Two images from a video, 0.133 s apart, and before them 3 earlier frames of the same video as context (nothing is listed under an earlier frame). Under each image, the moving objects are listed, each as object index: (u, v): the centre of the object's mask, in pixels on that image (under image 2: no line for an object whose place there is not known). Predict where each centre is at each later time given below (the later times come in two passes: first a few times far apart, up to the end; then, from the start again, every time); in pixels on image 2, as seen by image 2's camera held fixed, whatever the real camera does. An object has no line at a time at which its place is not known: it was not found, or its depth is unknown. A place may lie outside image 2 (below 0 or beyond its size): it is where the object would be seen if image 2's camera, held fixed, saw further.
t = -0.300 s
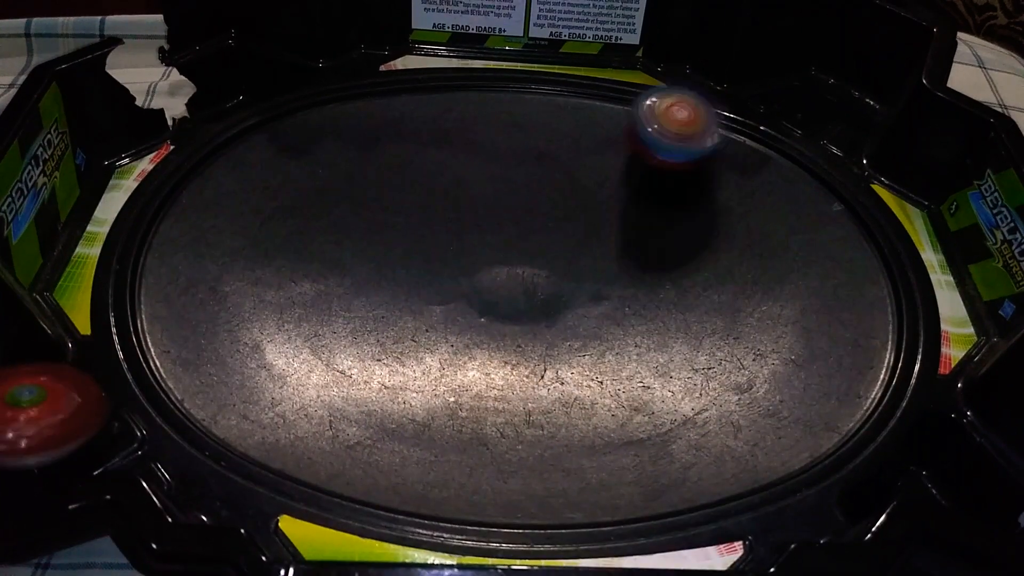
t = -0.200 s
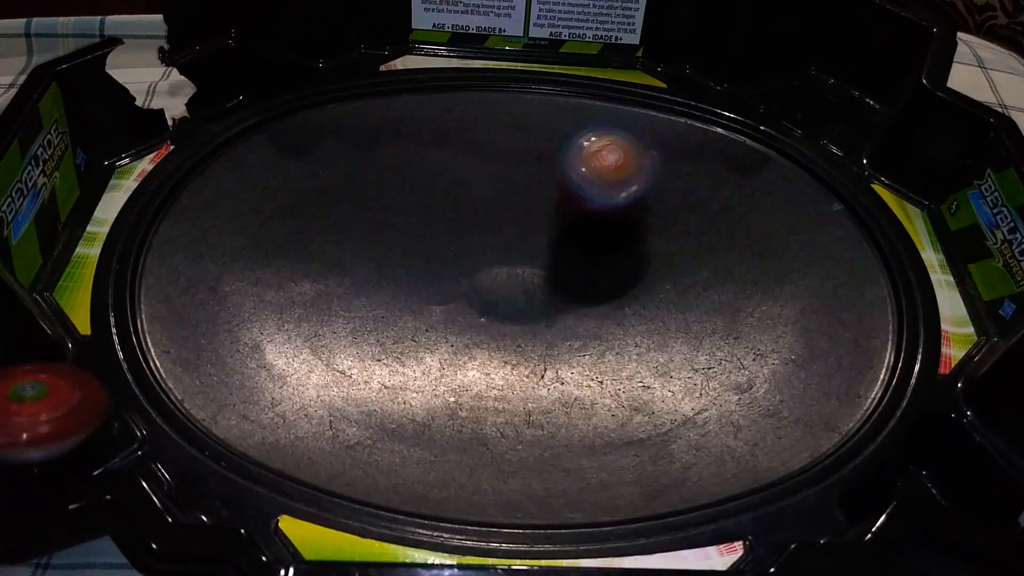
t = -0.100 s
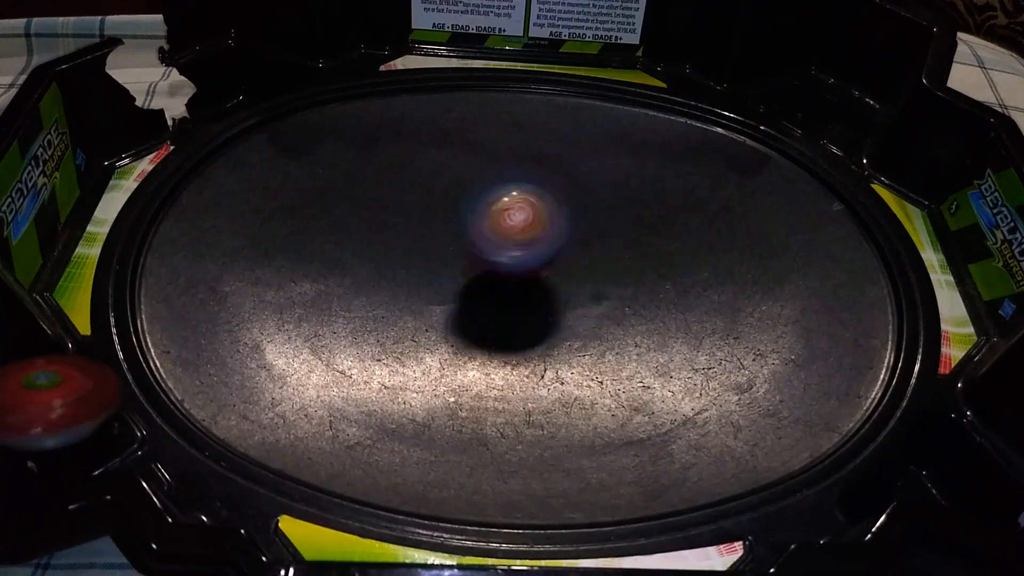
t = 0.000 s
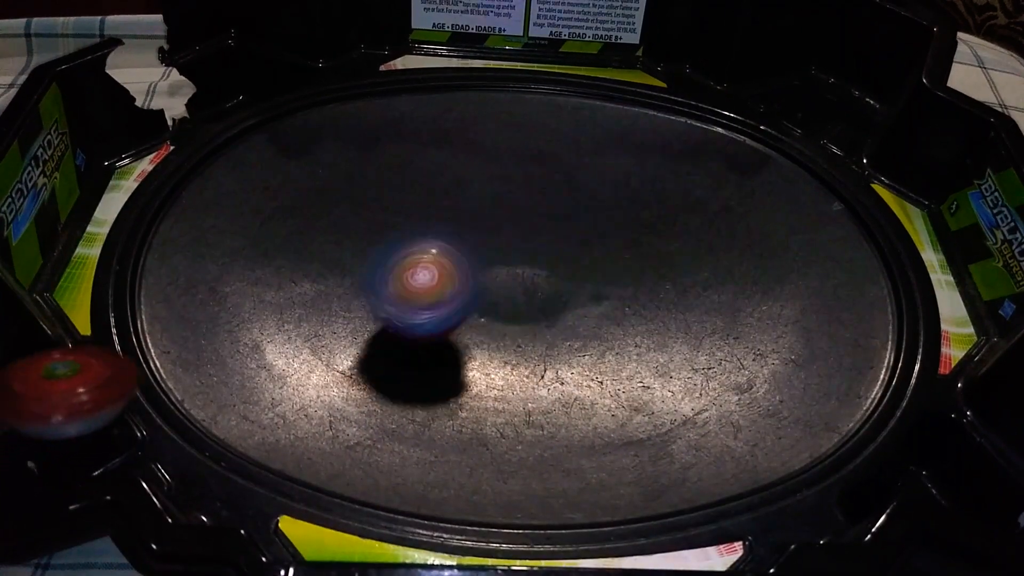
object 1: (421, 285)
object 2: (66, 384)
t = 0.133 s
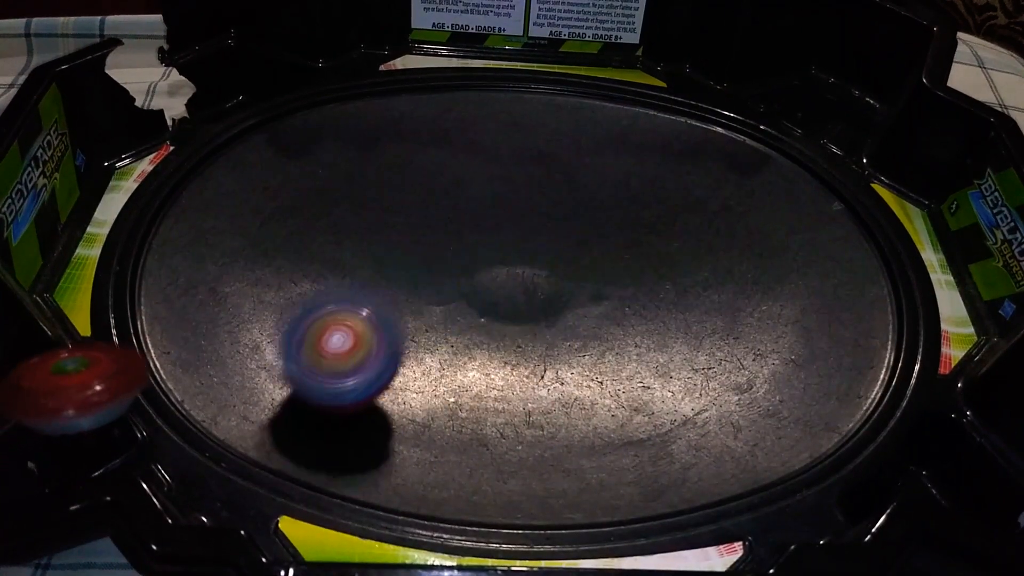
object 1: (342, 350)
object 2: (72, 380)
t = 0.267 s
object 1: (354, 387)
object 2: (71, 376)
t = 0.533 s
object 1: (566, 335)
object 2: (58, 380)
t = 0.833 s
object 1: (667, 226)
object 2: (83, 365)
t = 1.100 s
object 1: (529, 259)
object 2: (298, 250)
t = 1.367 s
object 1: (476, 358)
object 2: (540, 92)
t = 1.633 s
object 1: (569, 344)
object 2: (727, 159)
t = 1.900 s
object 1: (539, 288)
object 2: (674, 319)
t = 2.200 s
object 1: (295, 238)
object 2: (379, 336)
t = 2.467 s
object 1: (205, 200)
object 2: (279, 282)
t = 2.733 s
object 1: (239, 218)
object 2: (408, 270)
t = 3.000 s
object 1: (440, 296)
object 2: (551, 351)
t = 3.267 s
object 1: (493, 204)
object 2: (604, 459)
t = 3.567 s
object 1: (514, 211)
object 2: (484, 314)
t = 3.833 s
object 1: (657, 101)
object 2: (486, 322)
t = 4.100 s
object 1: (639, 164)
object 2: (635, 333)
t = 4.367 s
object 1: (623, 280)
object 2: (548, 411)
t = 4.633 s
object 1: (717, 299)
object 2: (320, 295)
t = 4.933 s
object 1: (834, 288)
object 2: (539, 161)
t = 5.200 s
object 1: (741, 344)
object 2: (733, 180)
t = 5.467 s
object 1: (714, 440)
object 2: (679, 300)
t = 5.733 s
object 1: (640, 377)
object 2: (384, 267)
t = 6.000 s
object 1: (380, 305)
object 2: (352, 125)
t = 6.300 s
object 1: (219, 388)
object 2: (574, 229)
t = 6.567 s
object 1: (447, 297)
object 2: (489, 429)
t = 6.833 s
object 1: (437, 157)
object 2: (251, 371)
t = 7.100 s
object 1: (291, 182)
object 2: (379, 253)
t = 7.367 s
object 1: (449, 300)
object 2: (658, 326)
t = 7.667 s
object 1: (683, 204)
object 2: (674, 458)
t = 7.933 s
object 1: (568, 163)
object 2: (475, 306)
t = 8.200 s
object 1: (541, 193)
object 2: (428, 255)
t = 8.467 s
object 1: (620, 222)
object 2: (454, 201)
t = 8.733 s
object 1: (689, 241)
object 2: (565, 216)
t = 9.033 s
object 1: (708, 284)
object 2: (444, 328)
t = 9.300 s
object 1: (629, 337)
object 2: (287, 254)
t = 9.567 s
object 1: (535, 363)
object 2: (468, 221)
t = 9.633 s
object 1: (515, 360)
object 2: (520, 243)
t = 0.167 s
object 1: (333, 365)
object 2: (70, 378)
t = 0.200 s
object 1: (334, 375)
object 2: (68, 376)
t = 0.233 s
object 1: (340, 383)
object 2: (68, 376)
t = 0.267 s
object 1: (354, 387)
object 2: (71, 376)
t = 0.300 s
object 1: (373, 389)
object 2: (74, 380)
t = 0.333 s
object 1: (396, 387)
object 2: (73, 380)
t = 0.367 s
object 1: (423, 384)
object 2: (68, 384)
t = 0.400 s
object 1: (451, 375)
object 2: (64, 383)
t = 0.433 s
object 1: (480, 368)
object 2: (60, 382)
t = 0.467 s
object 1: (508, 357)
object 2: (59, 383)
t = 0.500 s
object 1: (538, 348)
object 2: (58, 382)
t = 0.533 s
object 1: (566, 335)
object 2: (58, 380)
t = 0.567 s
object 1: (593, 323)
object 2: (61, 381)
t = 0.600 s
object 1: (617, 310)
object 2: (64, 382)
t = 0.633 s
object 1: (640, 296)
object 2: (64, 381)
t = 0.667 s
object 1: (659, 282)
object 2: (60, 379)
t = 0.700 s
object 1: (671, 268)
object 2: (58, 376)
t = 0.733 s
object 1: (678, 254)
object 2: (60, 375)
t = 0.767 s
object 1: (679, 243)
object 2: (65, 374)
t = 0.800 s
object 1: (675, 233)
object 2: (73, 370)
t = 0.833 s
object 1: (667, 226)
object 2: (83, 365)
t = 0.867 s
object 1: (656, 222)
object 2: (100, 360)
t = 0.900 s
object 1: (639, 221)
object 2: (118, 344)
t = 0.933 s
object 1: (623, 223)
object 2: (137, 337)
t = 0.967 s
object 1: (603, 227)
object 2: (166, 327)
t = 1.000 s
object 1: (583, 232)
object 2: (196, 307)
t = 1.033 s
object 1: (564, 240)
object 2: (229, 289)
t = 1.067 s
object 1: (546, 248)
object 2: (264, 271)
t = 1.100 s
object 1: (529, 259)
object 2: (298, 250)
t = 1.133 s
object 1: (514, 270)
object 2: (331, 228)
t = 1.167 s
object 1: (501, 285)
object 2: (364, 207)
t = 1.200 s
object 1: (489, 300)
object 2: (396, 185)
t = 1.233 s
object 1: (482, 313)
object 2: (426, 165)
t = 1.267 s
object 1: (473, 328)
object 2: (456, 144)
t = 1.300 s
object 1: (471, 338)
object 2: (485, 125)
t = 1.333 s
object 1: (473, 351)
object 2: (513, 108)
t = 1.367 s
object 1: (476, 358)
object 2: (540, 92)
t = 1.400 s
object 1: (483, 363)
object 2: (569, 80)
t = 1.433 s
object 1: (492, 367)
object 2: (596, 69)
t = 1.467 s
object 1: (503, 367)
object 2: (623, 70)
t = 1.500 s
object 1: (514, 366)
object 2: (648, 84)
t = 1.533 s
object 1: (529, 361)
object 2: (671, 99)
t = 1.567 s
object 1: (541, 357)
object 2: (692, 116)
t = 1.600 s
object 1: (554, 351)
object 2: (711, 136)
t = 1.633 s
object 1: (569, 344)
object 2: (727, 159)
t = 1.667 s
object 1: (579, 338)
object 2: (738, 180)
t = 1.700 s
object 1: (590, 328)
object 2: (745, 203)
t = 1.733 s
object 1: (597, 320)
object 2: (745, 228)
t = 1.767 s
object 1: (603, 309)
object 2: (736, 252)
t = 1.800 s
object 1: (604, 299)
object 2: (719, 275)
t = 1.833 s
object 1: (585, 295)
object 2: (711, 293)
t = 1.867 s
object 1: (562, 291)
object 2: (696, 308)
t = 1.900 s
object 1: (539, 288)
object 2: (674, 319)
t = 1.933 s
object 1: (515, 287)
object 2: (642, 329)
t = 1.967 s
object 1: (490, 287)
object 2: (604, 333)
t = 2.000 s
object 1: (464, 288)
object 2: (564, 335)
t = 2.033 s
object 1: (432, 281)
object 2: (533, 341)
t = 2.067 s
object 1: (402, 272)
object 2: (500, 344)
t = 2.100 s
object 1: (373, 266)
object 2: (465, 341)
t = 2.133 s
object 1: (348, 263)
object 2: (427, 335)
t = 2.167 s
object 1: (322, 255)
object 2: (398, 332)
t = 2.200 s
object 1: (295, 238)
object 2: (379, 336)
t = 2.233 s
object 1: (270, 223)
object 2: (361, 337)
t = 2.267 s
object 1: (250, 210)
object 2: (342, 335)
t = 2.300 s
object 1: (238, 203)
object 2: (326, 330)
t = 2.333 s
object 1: (227, 198)
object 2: (310, 321)
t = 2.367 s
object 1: (219, 197)
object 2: (296, 311)
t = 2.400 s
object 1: (214, 198)
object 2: (284, 298)
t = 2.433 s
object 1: (214, 205)
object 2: (273, 284)
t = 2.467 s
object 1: (205, 200)
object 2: (279, 282)
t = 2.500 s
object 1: (198, 193)
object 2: (291, 282)
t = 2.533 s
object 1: (195, 189)
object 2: (305, 282)
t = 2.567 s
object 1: (193, 188)
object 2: (320, 279)
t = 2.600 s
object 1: (196, 191)
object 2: (335, 276)
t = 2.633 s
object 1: (201, 196)
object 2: (351, 273)
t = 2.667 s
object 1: (209, 201)
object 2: (368, 270)
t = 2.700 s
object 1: (222, 209)
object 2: (386, 269)
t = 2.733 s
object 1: (239, 218)
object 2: (408, 270)
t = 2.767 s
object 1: (259, 230)
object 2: (431, 274)
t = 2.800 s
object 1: (282, 242)
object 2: (453, 280)
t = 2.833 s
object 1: (304, 255)
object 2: (474, 288)
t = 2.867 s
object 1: (326, 266)
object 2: (494, 298)
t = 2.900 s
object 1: (357, 275)
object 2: (513, 309)
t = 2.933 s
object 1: (383, 285)
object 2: (529, 323)
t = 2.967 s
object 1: (412, 291)
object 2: (541, 337)
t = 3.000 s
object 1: (440, 296)
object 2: (551, 351)
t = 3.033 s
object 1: (452, 286)
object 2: (577, 379)
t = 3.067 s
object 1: (461, 271)
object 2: (605, 408)
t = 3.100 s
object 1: (466, 257)
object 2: (626, 434)
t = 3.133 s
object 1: (473, 242)
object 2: (639, 457)
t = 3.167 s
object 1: (480, 230)
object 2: (644, 474)
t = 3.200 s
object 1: (485, 221)
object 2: (637, 472)
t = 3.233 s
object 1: (489, 211)
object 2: (621, 470)
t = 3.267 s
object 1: (493, 204)
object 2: (604, 459)
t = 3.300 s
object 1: (496, 200)
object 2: (585, 446)
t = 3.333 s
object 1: (500, 195)
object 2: (567, 431)
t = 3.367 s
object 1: (501, 194)
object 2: (547, 417)
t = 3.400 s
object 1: (502, 194)
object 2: (529, 401)
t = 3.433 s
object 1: (503, 195)
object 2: (513, 383)
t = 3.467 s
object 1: (505, 198)
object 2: (500, 366)
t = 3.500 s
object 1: (507, 202)
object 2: (491, 347)
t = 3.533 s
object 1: (510, 206)
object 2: (485, 332)
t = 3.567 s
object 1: (514, 211)
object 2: (484, 314)
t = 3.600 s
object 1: (520, 217)
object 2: (486, 299)
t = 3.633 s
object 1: (538, 214)
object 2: (483, 296)
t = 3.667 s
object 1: (562, 193)
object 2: (473, 307)
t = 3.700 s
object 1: (588, 174)
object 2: (467, 316)
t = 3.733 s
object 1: (612, 155)
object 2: (465, 321)
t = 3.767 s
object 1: (631, 134)
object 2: (468, 324)
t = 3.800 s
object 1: (645, 116)
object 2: (475, 324)
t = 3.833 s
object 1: (657, 101)
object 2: (486, 322)
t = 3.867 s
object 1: (666, 87)
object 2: (501, 319)
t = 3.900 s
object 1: (671, 80)
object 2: (519, 316)
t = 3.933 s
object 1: (670, 84)
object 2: (540, 315)
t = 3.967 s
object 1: (666, 97)
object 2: (562, 317)
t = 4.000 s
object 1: (661, 111)
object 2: (584, 319)
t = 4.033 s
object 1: (654, 127)
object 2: (604, 322)
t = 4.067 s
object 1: (647, 143)
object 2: (621, 327)
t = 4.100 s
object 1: (639, 164)
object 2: (635, 333)
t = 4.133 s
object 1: (632, 182)
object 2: (643, 340)
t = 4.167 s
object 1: (625, 202)
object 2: (647, 348)
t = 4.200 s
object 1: (621, 223)
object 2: (646, 355)
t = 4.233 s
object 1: (617, 244)
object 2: (639, 361)
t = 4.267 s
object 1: (614, 259)
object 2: (625, 365)
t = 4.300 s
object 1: (615, 277)
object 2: (607, 371)
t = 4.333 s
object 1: (617, 278)
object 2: (581, 394)
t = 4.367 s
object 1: (623, 280)
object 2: (548, 411)
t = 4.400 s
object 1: (630, 277)
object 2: (511, 420)
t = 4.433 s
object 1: (638, 279)
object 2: (472, 421)
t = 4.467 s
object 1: (646, 281)
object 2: (432, 413)
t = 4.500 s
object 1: (659, 285)
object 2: (395, 393)
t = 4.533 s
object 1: (672, 289)
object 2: (363, 375)
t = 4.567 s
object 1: (686, 293)
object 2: (338, 351)
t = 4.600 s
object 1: (700, 297)
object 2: (324, 324)
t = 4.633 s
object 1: (717, 299)
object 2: (320, 295)
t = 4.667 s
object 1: (735, 304)
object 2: (323, 268)
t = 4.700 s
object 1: (753, 306)
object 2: (333, 243)
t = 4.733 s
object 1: (773, 307)
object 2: (353, 221)
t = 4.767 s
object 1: (790, 309)
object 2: (376, 204)
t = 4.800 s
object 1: (806, 307)
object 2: (403, 189)
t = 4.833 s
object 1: (819, 302)
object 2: (433, 178)
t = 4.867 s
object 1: (829, 299)
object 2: (468, 169)
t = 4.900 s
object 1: (835, 294)
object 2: (502, 163)
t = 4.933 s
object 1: (834, 288)
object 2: (539, 161)
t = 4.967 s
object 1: (828, 283)
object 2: (576, 162)
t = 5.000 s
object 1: (817, 276)
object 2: (614, 167)
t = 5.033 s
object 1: (799, 271)
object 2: (650, 173)
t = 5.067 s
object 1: (774, 267)
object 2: (686, 183)
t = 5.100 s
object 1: (761, 278)
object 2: (710, 187)
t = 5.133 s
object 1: (753, 301)
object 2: (719, 180)
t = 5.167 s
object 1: (748, 322)
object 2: (727, 178)
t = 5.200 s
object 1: (741, 344)
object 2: (733, 180)
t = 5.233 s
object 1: (734, 364)
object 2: (740, 185)
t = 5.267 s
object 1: (727, 379)
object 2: (746, 193)
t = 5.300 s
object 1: (722, 394)
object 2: (752, 206)
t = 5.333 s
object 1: (717, 409)
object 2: (754, 222)
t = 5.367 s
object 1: (715, 420)
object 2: (749, 243)
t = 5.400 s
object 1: (715, 424)
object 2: (734, 264)
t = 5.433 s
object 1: (713, 436)
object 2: (710, 285)
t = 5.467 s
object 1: (714, 440)
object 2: (679, 300)
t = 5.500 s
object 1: (715, 440)
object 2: (642, 312)
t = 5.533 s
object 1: (716, 440)
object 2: (600, 320)
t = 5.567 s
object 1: (713, 434)
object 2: (558, 322)
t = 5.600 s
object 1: (707, 426)
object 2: (518, 316)
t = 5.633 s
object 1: (696, 415)
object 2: (480, 309)
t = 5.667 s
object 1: (683, 404)
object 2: (444, 299)
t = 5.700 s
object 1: (664, 390)
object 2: (412, 284)
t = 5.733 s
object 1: (640, 377)
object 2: (384, 267)
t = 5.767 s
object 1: (612, 362)
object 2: (361, 249)
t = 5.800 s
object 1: (582, 350)
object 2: (344, 228)
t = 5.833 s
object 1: (551, 337)
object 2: (332, 208)
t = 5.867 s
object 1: (517, 327)
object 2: (325, 188)
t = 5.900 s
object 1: (482, 318)
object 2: (323, 169)
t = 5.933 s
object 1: (449, 312)
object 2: (327, 152)
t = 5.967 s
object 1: (414, 309)
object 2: (336, 137)
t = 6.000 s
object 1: (380, 305)
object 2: (352, 125)
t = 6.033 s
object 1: (348, 308)
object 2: (372, 116)
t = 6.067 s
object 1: (316, 310)
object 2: (395, 112)
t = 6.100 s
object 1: (287, 316)
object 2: (423, 113)
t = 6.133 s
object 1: (260, 327)
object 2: (453, 120)
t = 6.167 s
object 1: (235, 339)
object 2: (483, 132)
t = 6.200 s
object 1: (215, 351)
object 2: (511, 151)
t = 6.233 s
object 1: (200, 370)
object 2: (537, 175)
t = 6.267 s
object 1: (203, 379)
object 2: (558, 202)
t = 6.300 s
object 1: (219, 388)
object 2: (574, 229)
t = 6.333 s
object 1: (246, 392)
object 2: (584, 259)
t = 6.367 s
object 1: (277, 390)
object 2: (591, 289)
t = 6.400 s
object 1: (310, 382)
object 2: (591, 319)
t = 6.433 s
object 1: (344, 370)
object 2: (584, 346)
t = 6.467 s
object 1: (376, 358)
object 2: (570, 371)
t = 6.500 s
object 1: (404, 338)
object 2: (549, 393)
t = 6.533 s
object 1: (426, 319)
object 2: (522, 413)
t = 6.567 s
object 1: (447, 297)
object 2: (489, 429)
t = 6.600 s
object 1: (459, 276)
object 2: (455, 442)
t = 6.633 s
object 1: (468, 253)
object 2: (418, 453)
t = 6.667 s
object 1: (472, 235)
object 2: (377, 459)
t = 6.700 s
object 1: (473, 214)
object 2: (339, 452)
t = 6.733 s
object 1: (469, 197)
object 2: (311, 436)
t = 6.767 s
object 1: (463, 181)
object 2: (287, 414)
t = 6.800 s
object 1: (452, 168)
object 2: (267, 391)
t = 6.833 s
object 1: (437, 157)
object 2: (251, 371)
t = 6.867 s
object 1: (423, 150)
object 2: (241, 350)
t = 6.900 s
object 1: (405, 144)
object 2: (237, 331)
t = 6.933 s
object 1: (384, 138)
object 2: (243, 311)
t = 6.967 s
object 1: (363, 140)
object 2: (257, 292)
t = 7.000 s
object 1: (340, 143)
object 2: (280, 275)
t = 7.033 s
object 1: (319, 152)
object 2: (308, 262)
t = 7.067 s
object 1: (304, 167)
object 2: (337, 253)
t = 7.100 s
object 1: (291, 182)
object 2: (379, 253)
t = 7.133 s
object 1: (285, 194)
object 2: (420, 257)
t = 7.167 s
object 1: (286, 213)
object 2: (459, 262)
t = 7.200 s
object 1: (296, 232)
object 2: (498, 269)
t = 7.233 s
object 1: (313, 252)
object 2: (532, 279)
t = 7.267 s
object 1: (341, 269)
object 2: (567, 289)
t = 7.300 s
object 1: (373, 286)
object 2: (600, 300)
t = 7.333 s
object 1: (409, 294)
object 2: (630, 313)
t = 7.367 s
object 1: (449, 300)
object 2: (658, 326)
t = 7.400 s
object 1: (489, 302)
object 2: (682, 341)
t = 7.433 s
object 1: (526, 298)
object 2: (704, 357)
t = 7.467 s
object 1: (561, 292)
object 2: (722, 375)
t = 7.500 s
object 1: (592, 281)
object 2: (735, 394)
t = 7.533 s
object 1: (621, 270)
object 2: (742, 412)
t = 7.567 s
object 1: (645, 256)
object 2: (742, 430)
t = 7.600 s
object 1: (662, 239)
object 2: (730, 446)
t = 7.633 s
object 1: (675, 222)
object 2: (708, 455)
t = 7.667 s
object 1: (683, 204)
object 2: (674, 458)
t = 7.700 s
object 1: (684, 188)
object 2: (632, 456)
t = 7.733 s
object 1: (682, 173)
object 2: (596, 448)
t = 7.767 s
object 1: (673, 158)
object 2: (561, 433)
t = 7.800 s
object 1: (657, 151)
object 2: (531, 413)
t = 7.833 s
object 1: (639, 147)
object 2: (508, 389)
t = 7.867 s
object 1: (618, 147)
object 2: (491, 361)
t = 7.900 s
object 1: (592, 152)
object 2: (481, 333)
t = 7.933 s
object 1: (568, 163)
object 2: (475, 306)
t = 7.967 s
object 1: (547, 176)
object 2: (476, 281)
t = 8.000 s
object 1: (533, 193)
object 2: (473, 263)
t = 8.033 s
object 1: (532, 191)
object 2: (458, 264)
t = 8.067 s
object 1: (533, 190)
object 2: (446, 266)
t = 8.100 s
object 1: (533, 190)
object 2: (437, 265)
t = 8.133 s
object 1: (536, 189)
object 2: (431, 263)
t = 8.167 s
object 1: (538, 191)
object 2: (428, 260)
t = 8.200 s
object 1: (541, 193)
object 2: (428, 255)
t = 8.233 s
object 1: (543, 195)
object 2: (431, 250)
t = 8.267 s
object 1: (546, 199)
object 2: (435, 243)
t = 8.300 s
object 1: (549, 204)
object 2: (441, 235)
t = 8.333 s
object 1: (556, 210)
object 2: (446, 226)
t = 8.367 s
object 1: (576, 214)
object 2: (444, 221)
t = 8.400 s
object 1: (591, 215)
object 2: (446, 214)
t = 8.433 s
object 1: (607, 219)
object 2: (448, 208)
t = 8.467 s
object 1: (620, 222)
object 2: (454, 201)
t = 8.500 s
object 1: (637, 223)
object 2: (460, 194)
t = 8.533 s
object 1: (649, 224)
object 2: (471, 190)
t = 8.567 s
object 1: (662, 227)
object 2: (482, 185)
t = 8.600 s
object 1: (671, 229)
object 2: (497, 184)
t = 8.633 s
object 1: (678, 232)
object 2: (515, 186)
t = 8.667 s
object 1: (683, 233)
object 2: (533, 192)
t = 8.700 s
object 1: (687, 237)
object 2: (551, 203)
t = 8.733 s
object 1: (689, 241)
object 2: (565, 216)
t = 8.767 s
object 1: (690, 245)
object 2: (574, 233)
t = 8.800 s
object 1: (699, 248)
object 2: (569, 249)
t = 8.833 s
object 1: (705, 253)
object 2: (560, 266)
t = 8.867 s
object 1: (711, 257)
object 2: (549, 279)
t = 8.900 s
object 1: (711, 260)
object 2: (534, 294)
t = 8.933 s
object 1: (714, 266)
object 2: (518, 307)
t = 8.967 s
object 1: (714, 273)
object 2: (496, 317)
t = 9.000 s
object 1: (713, 278)
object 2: (471, 325)
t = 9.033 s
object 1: (708, 284)
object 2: (444, 328)
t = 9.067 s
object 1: (703, 288)
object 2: (414, 330)
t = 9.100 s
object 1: (697, 297)
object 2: (386, 328)
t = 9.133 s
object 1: (687, 302)
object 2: (359, 323)
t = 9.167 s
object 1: (677, 308)
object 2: (334, 314)
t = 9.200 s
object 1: (667, 315)
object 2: (314, 302)
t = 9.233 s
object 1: (657, 321)
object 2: (298, 288)
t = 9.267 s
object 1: (644, 330)
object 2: (287, 272)
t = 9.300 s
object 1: (629, 337)
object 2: (287, 254)
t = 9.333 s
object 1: (619, 341)
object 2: (293, 238)
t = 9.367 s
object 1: (606, 348)
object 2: (307, 225)
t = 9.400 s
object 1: (592, 351)
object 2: (328, 215)
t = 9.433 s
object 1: (579, 357)
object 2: (353, 210)
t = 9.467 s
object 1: (569, 358)
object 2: (382, 207)
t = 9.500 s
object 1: (555, 363)
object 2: (410, 209)
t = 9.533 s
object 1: (546, 364)
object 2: (439, 213)
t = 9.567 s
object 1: (535, 363)
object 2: (468, 221)
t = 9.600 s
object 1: (523, 364)
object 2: (497, 231)
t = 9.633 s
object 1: (515, 360)
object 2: (520, 243)
